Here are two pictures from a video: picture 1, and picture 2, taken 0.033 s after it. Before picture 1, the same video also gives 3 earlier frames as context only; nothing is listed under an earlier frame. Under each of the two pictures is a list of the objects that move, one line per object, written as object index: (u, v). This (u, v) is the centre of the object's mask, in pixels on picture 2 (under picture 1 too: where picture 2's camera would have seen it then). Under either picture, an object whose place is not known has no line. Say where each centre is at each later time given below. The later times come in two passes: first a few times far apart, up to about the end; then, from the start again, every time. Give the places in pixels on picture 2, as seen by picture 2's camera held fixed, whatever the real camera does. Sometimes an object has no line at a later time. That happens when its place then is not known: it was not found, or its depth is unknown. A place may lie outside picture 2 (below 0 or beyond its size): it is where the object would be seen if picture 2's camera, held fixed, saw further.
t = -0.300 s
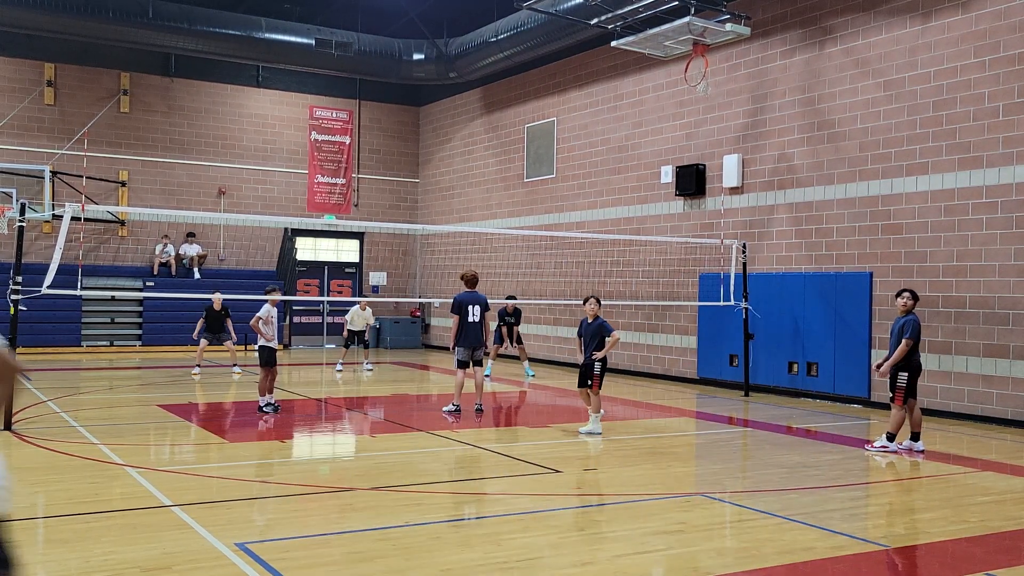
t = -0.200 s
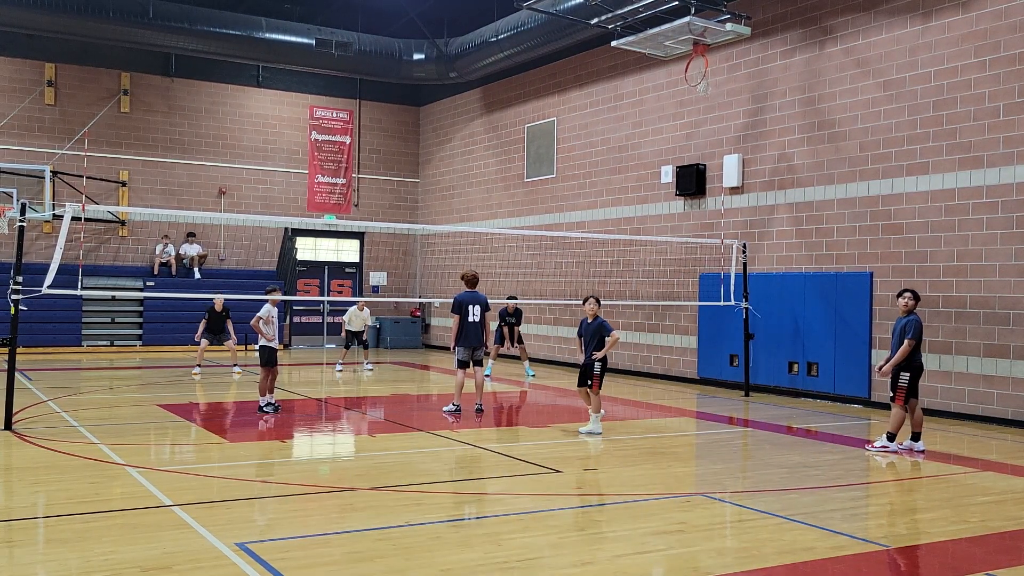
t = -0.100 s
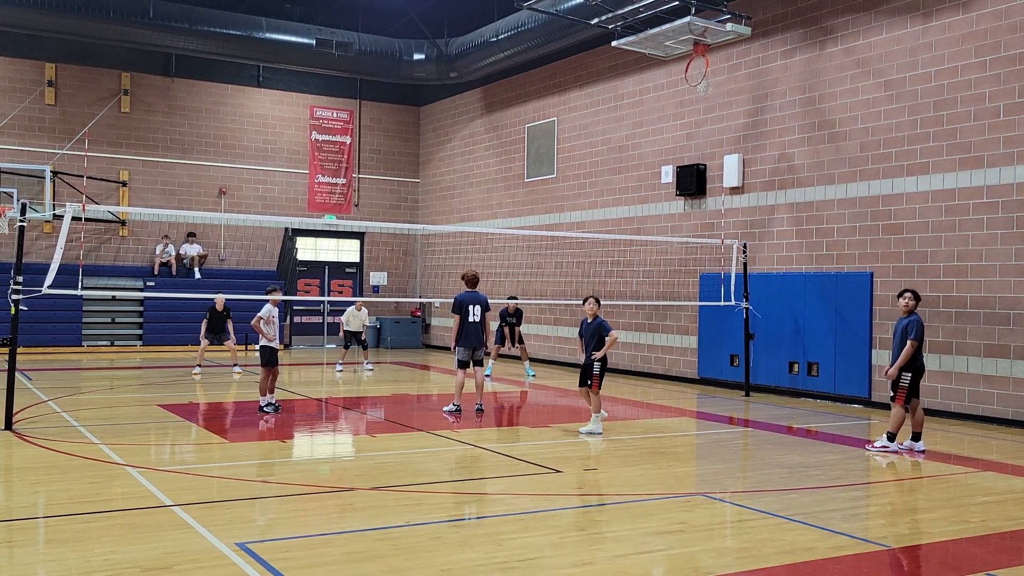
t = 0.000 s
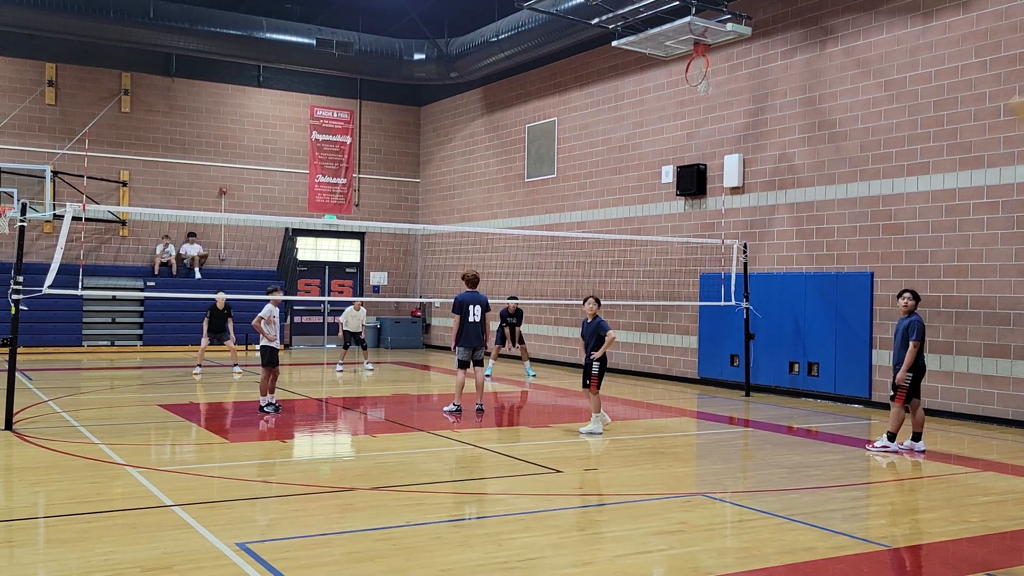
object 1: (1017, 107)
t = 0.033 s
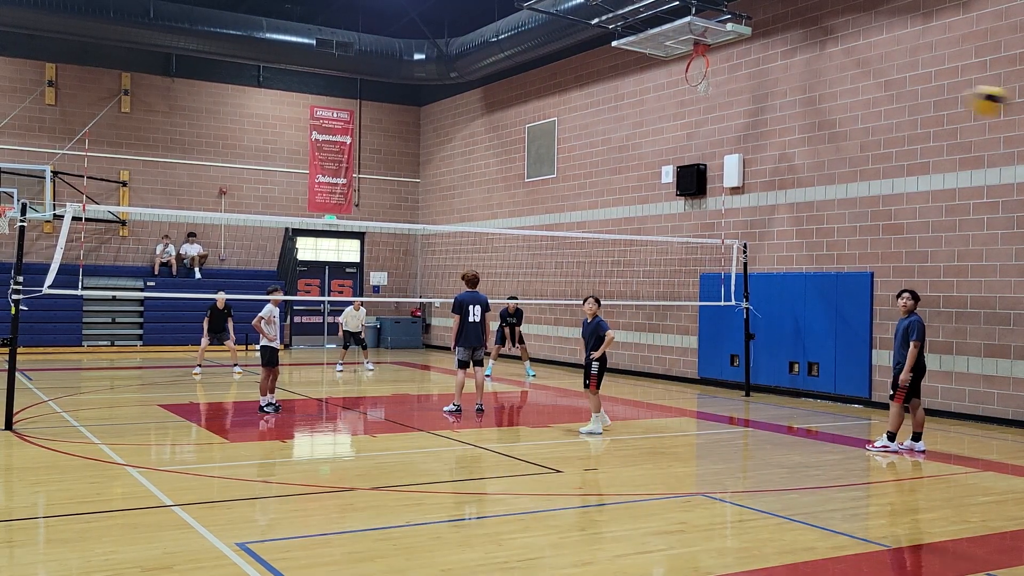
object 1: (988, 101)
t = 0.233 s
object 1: (780, 85)
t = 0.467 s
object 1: (647, 119)
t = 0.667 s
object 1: (570, 174)
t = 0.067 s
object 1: (944, 95)
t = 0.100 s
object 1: (903, 89)
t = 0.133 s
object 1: (869, 86)
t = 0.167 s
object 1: (835, 85)
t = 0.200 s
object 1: (807, 85)
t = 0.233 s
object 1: (780, 85)
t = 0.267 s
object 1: (758, 87)
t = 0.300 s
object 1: (736, 90)
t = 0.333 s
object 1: (715, 94)
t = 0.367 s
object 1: (697, 99)
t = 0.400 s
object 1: (679, 106)
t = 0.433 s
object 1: (663, 112)
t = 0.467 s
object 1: (647, 119)
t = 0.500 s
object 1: (632, 127)
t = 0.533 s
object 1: (619, 136)
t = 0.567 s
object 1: (605, 145)
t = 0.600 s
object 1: (593, 155)
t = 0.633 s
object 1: (581, 164)
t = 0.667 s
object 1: (570, 174)
